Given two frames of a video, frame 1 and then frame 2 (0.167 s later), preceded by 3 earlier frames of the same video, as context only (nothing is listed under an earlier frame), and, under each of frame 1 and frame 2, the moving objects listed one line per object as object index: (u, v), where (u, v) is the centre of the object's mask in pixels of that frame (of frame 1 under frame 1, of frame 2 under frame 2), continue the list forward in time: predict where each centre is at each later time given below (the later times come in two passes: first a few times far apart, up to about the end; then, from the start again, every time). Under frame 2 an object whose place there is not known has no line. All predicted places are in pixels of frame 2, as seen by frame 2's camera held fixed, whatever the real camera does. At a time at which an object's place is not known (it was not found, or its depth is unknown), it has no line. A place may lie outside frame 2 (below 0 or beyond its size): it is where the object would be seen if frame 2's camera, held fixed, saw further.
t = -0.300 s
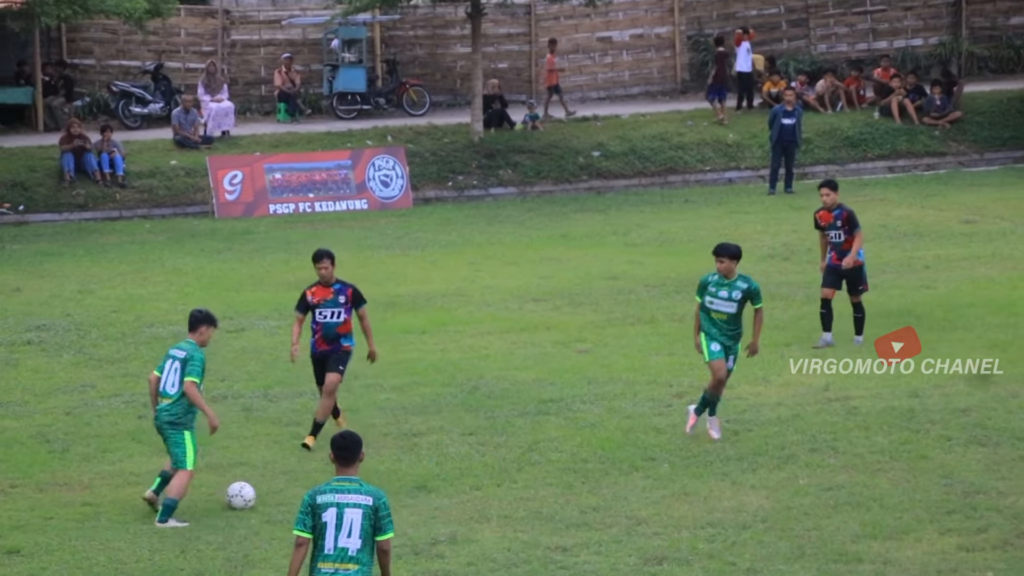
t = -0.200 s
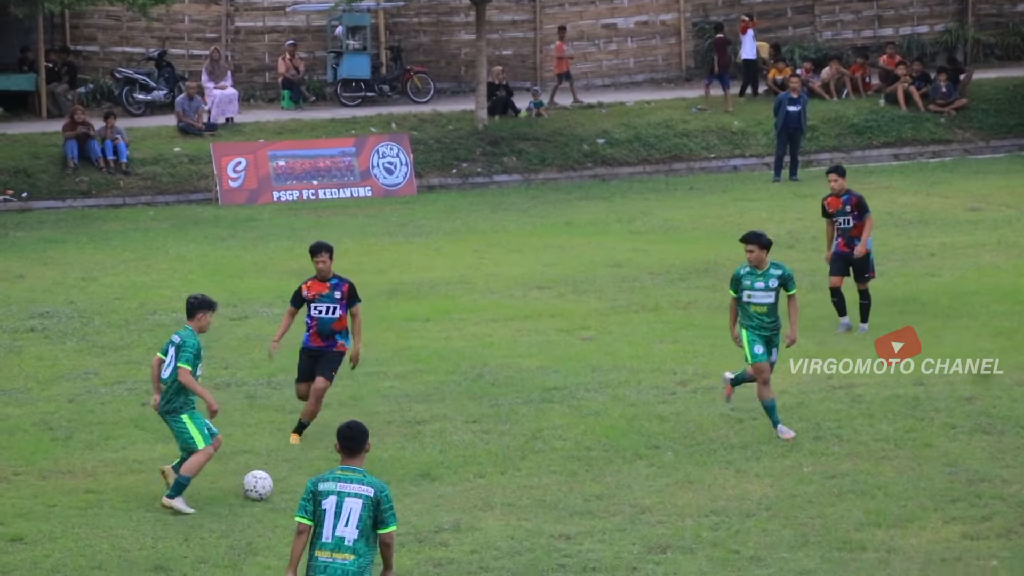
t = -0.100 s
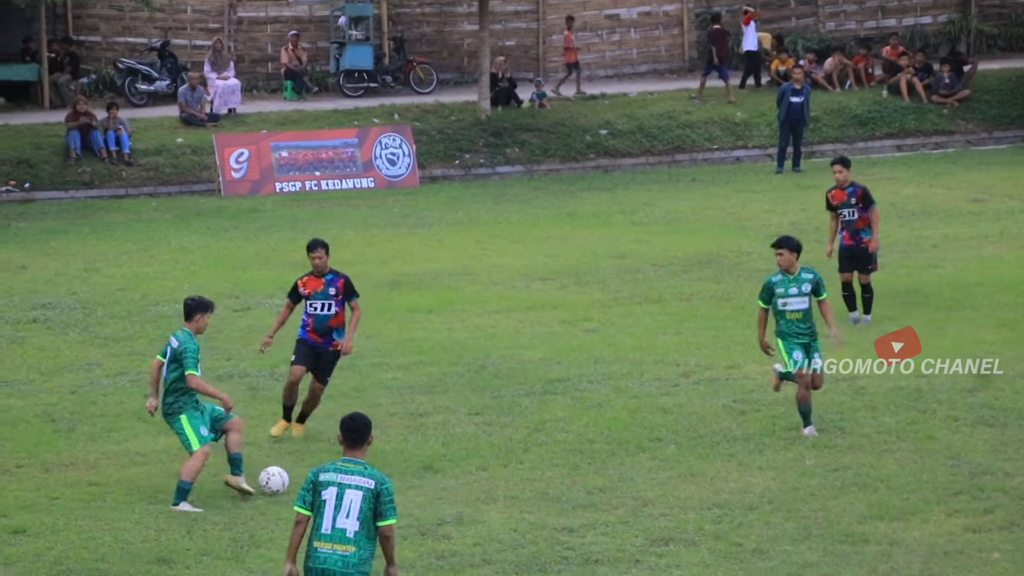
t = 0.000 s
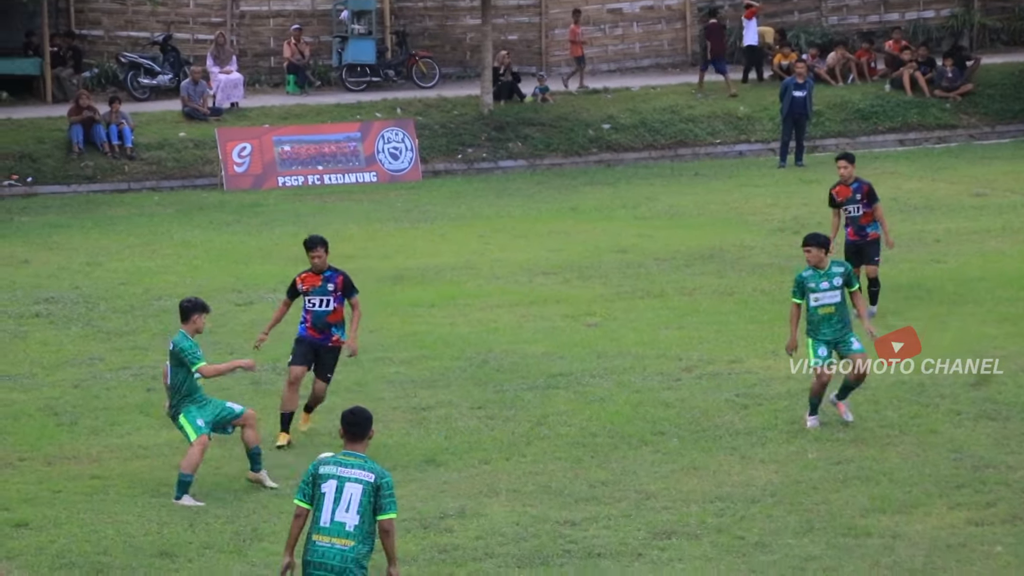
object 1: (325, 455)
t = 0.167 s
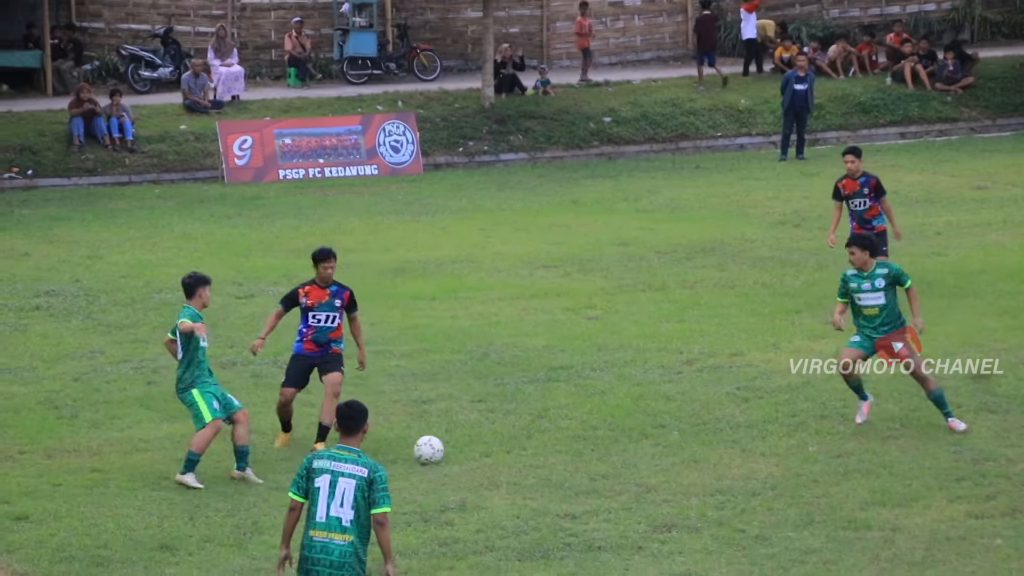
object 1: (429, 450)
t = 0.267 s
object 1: (477, 446)
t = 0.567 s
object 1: (576, 434)
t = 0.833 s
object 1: (644, 428)
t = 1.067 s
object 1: (694, 422)
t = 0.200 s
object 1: (446, 448)
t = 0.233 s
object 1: (462, 448)
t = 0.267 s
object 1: (477, 446)
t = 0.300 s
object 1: (490, 444)
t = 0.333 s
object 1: (501, 442)
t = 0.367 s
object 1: (512, 440)
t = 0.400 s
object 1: (523, 438)
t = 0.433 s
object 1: (534, 438)
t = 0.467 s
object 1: (544, 438)
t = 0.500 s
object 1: (555, 437)
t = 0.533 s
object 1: (566, 436)
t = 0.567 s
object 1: (576, 434)
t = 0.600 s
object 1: (585, 433)
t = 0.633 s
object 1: (594, 431)
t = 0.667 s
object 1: (602, 431)
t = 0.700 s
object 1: (610, 430)
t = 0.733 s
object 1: (619, 430)
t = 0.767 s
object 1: (628, 430)
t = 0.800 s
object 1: (636, 430)
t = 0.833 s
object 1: (644, 428)
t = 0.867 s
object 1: (652, 427)
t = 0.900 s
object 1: (660, 427)
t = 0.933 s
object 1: (667, 426)
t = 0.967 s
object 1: (675, 425)
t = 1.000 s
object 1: (681, 423)
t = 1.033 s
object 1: (687, 423)
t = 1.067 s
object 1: (694, 422)
